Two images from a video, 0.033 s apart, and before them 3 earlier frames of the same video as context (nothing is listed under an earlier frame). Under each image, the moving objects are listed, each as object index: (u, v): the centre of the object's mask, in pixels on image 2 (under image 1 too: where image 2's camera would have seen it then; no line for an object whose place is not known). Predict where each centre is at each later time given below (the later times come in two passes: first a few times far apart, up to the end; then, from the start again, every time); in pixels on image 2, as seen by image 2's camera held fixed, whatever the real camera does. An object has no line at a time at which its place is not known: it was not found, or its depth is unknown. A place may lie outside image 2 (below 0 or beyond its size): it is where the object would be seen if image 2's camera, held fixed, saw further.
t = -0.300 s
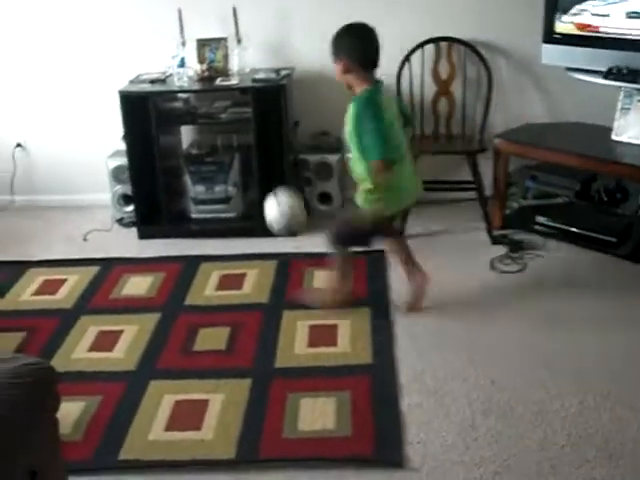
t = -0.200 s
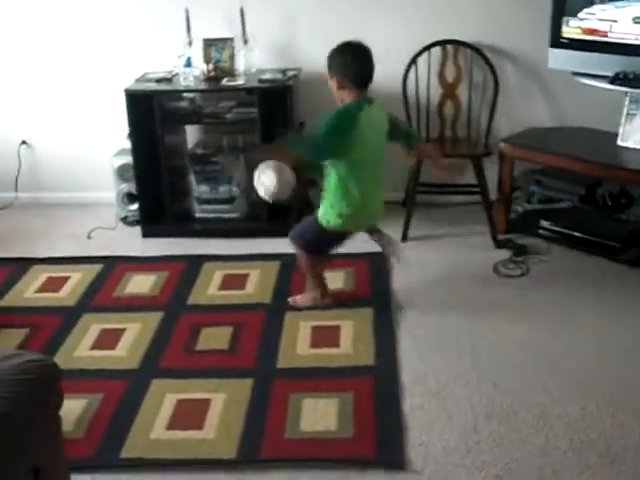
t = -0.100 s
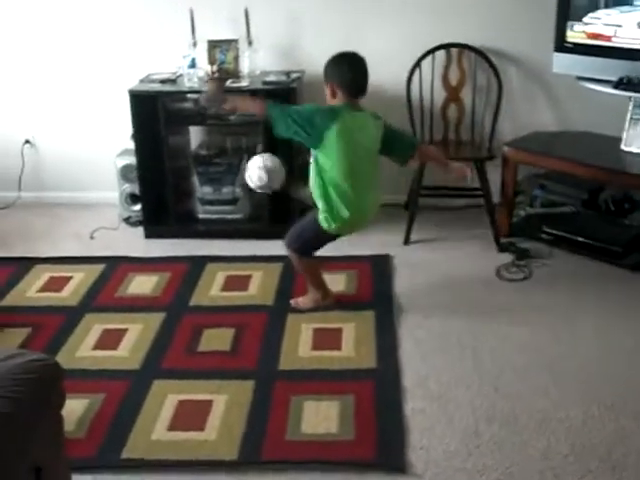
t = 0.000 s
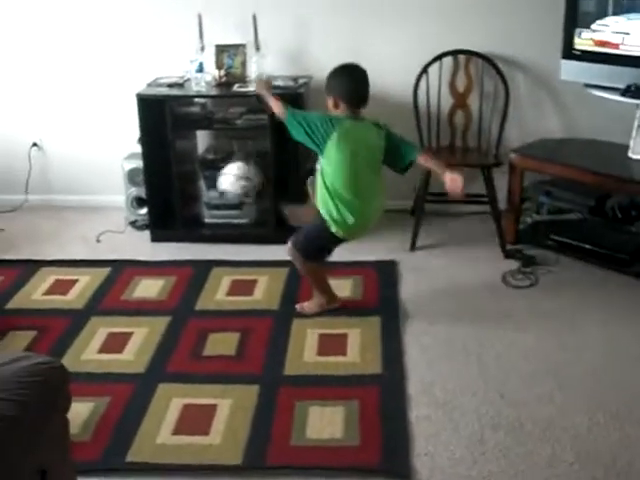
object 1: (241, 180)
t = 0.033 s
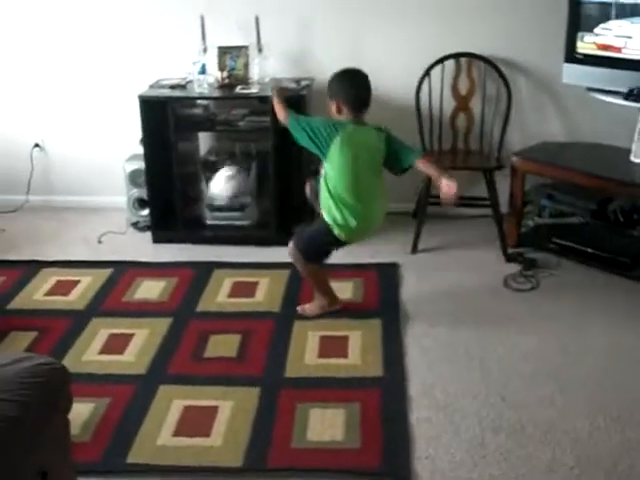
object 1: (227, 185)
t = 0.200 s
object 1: (182, 236)
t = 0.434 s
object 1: (142, 217)
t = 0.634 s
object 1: (109, 232)
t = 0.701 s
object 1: (96, 231)
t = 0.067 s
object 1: (218, 190)
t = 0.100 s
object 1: (207, 199)
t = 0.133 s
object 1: (198, 211)
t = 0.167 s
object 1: (190, 222)
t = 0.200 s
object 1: (182, 236)
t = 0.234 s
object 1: (175, 235)
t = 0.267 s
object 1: (169, 226)
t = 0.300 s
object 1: (163, 222)
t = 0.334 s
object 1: (157, 217)
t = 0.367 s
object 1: (151, 215)
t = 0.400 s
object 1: (147, 215)
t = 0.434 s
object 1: (142, 217)
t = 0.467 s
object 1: (136, 221)
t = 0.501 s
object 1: (132, 226)
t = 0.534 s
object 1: (131, 231)
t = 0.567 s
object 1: (123, 240)
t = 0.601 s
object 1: (116, 237)
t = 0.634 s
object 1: (109, 232)
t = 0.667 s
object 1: (102, 230)
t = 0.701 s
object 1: (96, 231)
